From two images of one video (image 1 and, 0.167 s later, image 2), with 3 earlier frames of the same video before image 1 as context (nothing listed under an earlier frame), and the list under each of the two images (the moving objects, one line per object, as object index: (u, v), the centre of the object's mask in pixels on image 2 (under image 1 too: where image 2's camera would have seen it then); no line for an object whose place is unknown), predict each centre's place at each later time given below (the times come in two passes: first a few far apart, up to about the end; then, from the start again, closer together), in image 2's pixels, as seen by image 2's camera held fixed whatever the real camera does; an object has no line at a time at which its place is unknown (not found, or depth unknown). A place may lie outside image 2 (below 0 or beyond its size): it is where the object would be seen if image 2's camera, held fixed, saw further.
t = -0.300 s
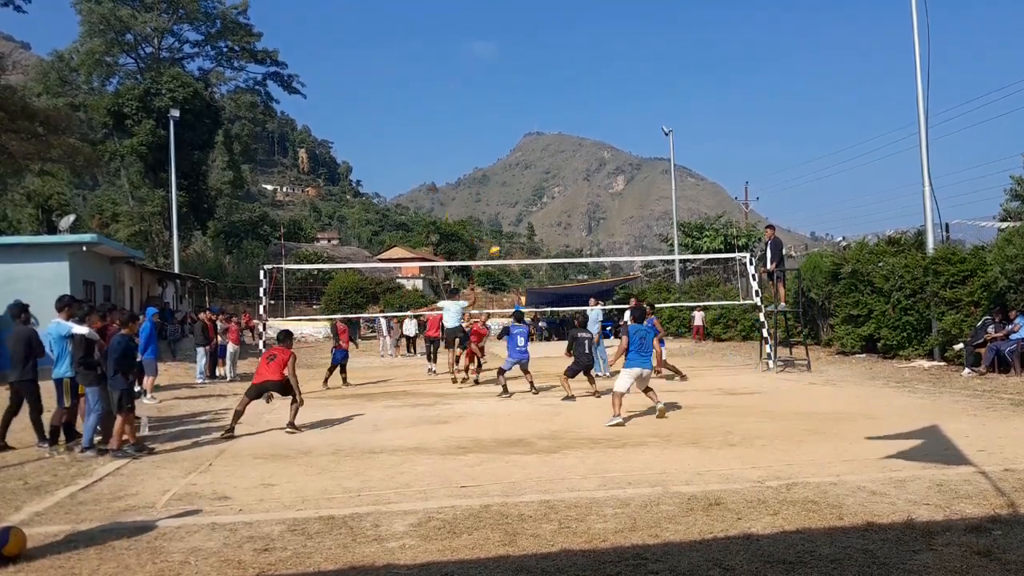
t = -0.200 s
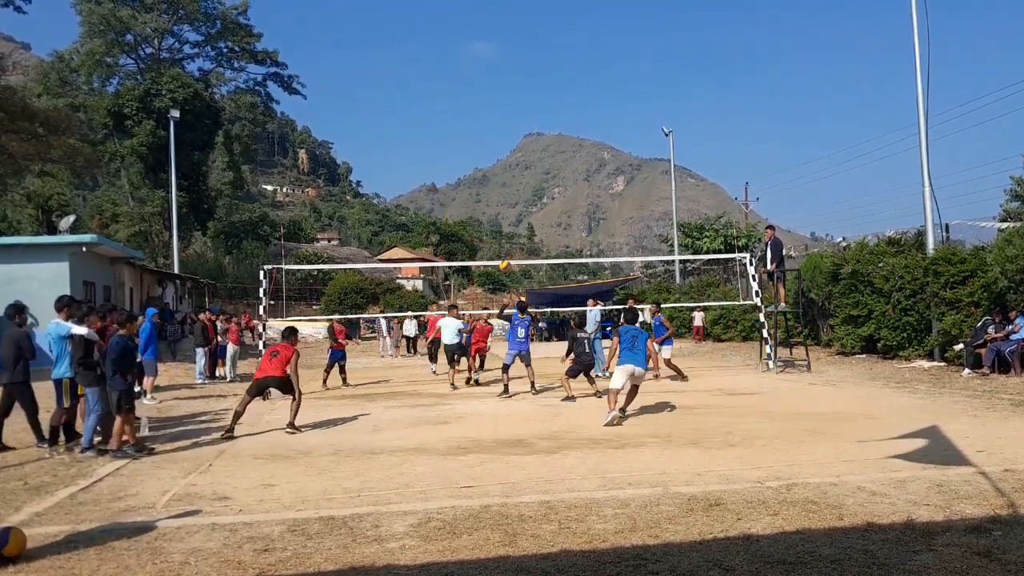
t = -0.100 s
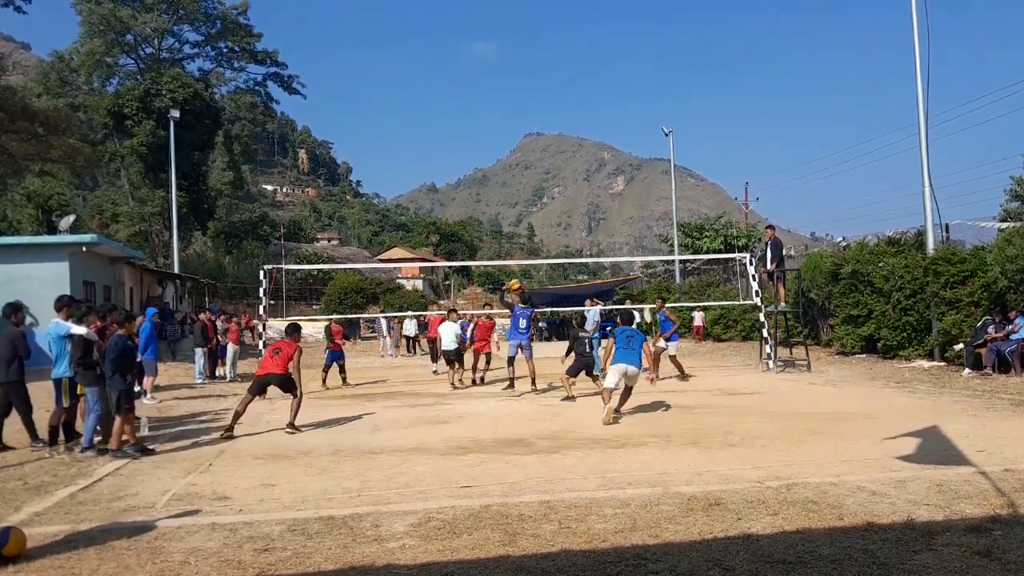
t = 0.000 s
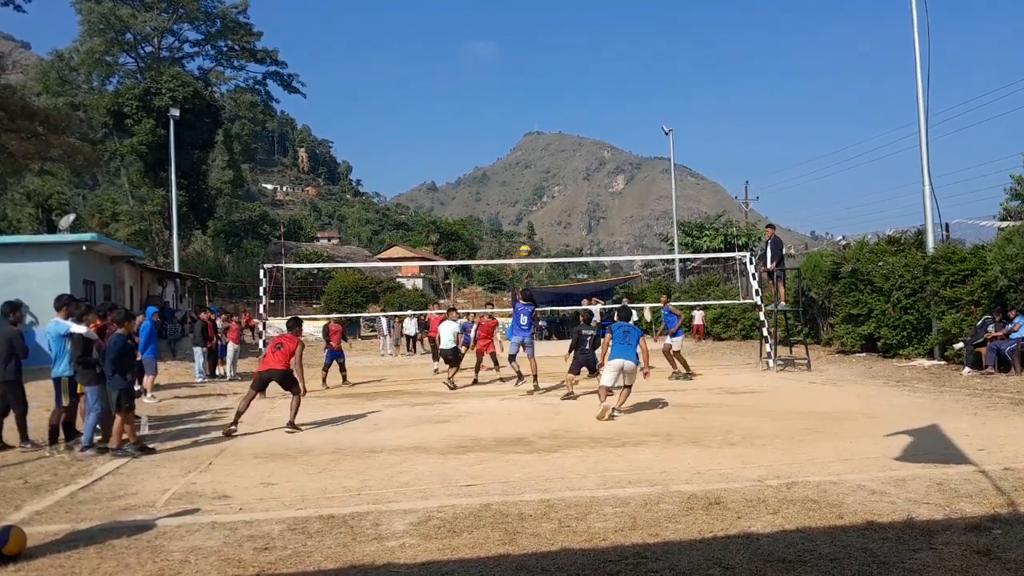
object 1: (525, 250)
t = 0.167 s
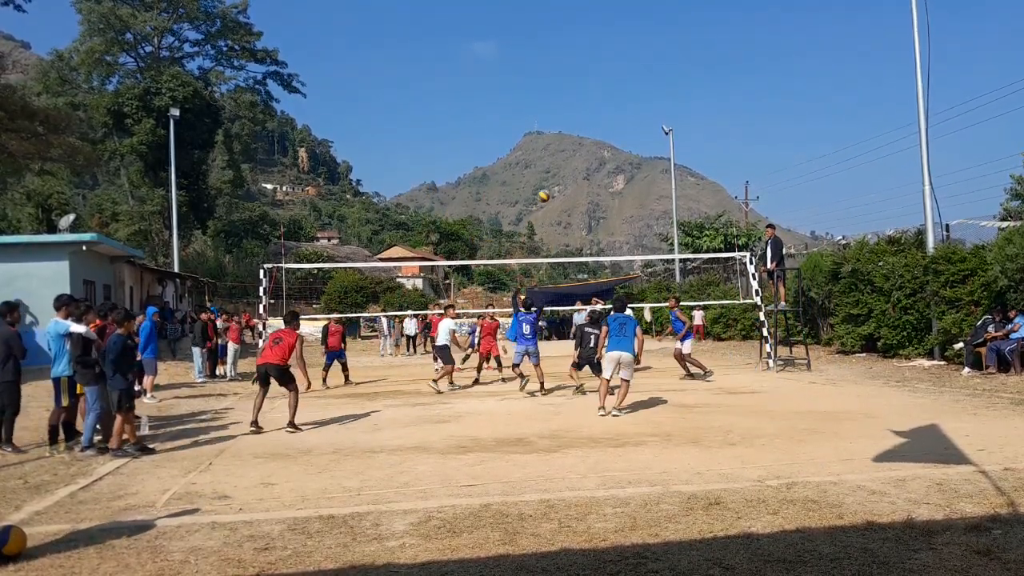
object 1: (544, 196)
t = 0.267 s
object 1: (556, 170)
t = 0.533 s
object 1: (588, 133)
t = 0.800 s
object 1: (621, 137)
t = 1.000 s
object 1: (647, 169)
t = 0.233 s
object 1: (551, 178)
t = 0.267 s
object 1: (556, 170)
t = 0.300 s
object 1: (559, 163)
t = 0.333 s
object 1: (563, 157)
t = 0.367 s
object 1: (568, 151)
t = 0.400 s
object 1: (572, 146)
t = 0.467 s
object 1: (580, 138)
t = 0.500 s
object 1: (584, 135)
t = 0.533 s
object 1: (588, 133)
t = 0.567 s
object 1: (592, 131)
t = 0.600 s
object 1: (595, 130)
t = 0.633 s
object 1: (600, 129)
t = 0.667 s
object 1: (605, 129)
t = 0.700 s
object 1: (609, 130)
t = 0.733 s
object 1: (613, 132)
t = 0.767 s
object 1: (617, 134)
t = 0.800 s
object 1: (621, 137)
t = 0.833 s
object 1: (626, 140)
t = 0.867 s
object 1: (630, 145)
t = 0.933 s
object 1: (639, 155)
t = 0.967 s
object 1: (644, 162)
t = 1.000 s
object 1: (647, 169)
